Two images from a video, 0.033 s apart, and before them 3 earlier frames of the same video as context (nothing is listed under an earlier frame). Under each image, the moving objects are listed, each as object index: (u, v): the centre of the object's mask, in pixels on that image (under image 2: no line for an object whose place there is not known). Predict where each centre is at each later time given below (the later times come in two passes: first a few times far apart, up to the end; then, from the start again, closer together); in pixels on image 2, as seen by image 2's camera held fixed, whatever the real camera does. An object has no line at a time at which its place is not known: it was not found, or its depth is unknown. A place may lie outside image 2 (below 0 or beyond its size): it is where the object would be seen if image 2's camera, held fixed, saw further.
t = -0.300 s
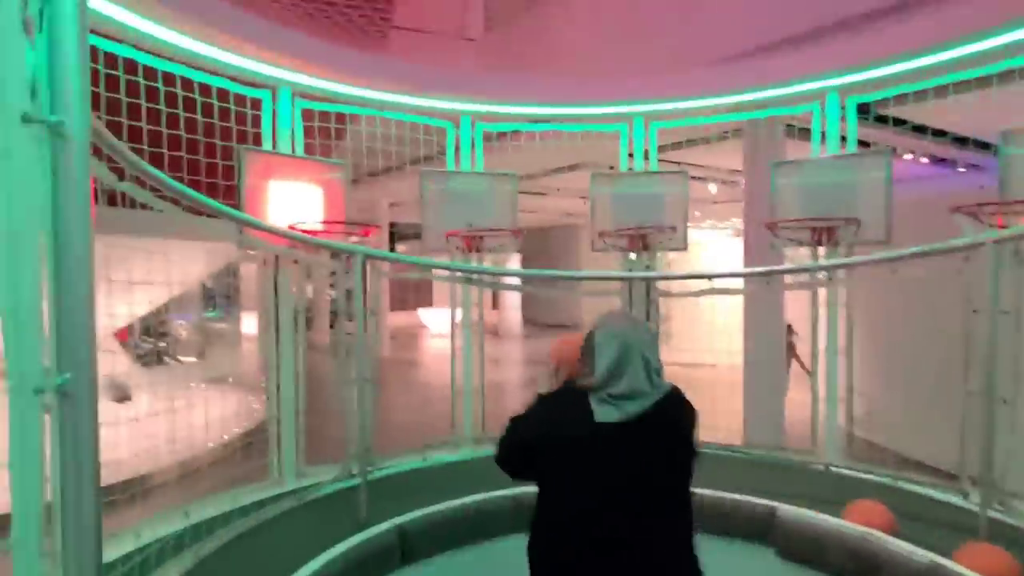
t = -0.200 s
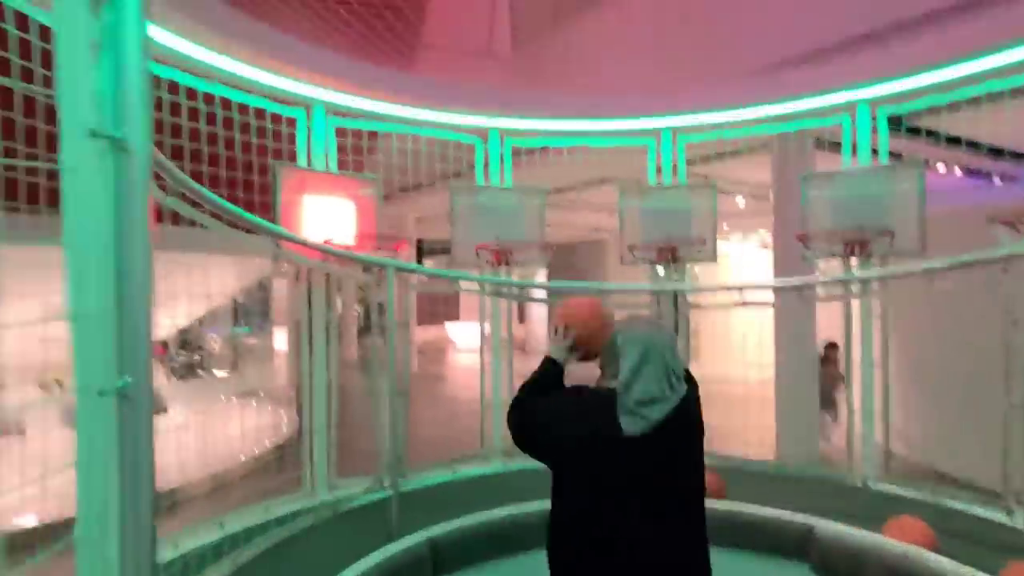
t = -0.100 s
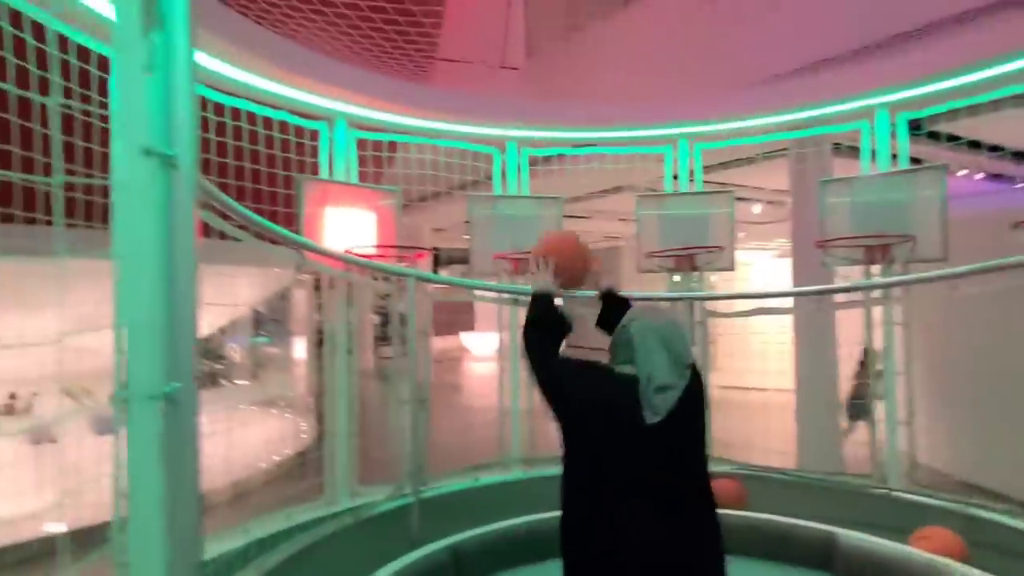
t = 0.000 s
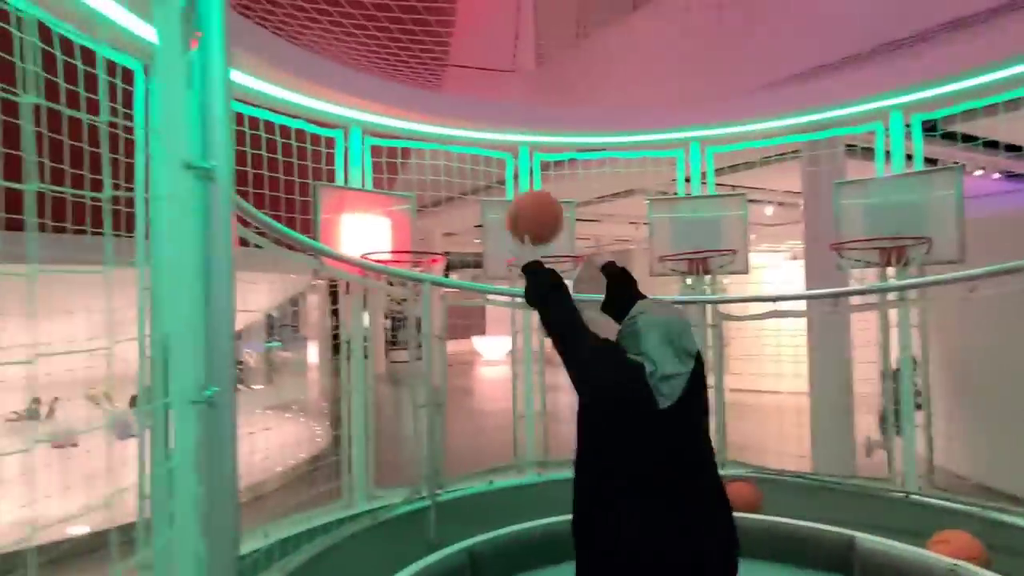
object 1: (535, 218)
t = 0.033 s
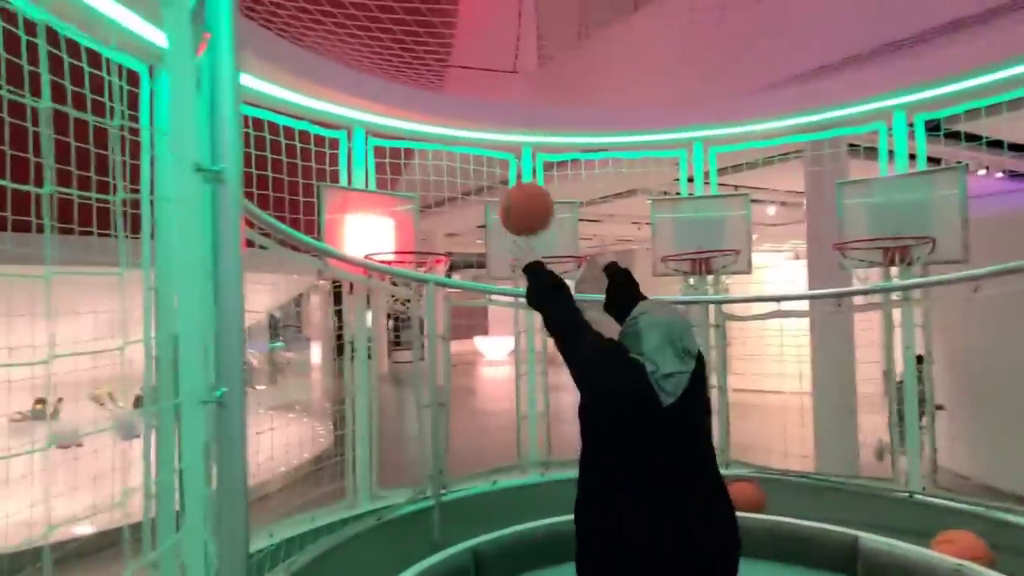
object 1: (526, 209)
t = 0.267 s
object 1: (458, 214)
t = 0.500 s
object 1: (446, 216)
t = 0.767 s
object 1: (460, 282)
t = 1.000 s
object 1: (476, 462)
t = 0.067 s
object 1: (514, 203)
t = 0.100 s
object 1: (504, 200)
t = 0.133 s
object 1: (493, 197)
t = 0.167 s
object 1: (484, 198)
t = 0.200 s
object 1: (474, 201)
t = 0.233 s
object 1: (467, 207)
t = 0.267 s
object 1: (458, 214)
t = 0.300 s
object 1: (450, 225)
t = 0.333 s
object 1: (442, 235)
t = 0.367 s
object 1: (441, 231)
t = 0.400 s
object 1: (442, 224)
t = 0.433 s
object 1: (443, 219)
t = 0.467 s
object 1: (445, 217)
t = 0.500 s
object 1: (446, 216)
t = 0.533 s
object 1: (447, 217)
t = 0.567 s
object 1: (449, 219)
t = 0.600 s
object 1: (451, 226)
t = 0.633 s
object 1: (452, 232)
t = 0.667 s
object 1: (455, 243)
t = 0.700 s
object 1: (456, 254)
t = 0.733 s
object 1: (458, 267)
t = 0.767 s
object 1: (460, 282)
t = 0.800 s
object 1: (462, 302)
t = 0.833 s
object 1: (465, 323)
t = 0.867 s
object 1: (466, 344)
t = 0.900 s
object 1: (468, 370)
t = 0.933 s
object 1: (471, 401)
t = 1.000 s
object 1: (476, 462)
